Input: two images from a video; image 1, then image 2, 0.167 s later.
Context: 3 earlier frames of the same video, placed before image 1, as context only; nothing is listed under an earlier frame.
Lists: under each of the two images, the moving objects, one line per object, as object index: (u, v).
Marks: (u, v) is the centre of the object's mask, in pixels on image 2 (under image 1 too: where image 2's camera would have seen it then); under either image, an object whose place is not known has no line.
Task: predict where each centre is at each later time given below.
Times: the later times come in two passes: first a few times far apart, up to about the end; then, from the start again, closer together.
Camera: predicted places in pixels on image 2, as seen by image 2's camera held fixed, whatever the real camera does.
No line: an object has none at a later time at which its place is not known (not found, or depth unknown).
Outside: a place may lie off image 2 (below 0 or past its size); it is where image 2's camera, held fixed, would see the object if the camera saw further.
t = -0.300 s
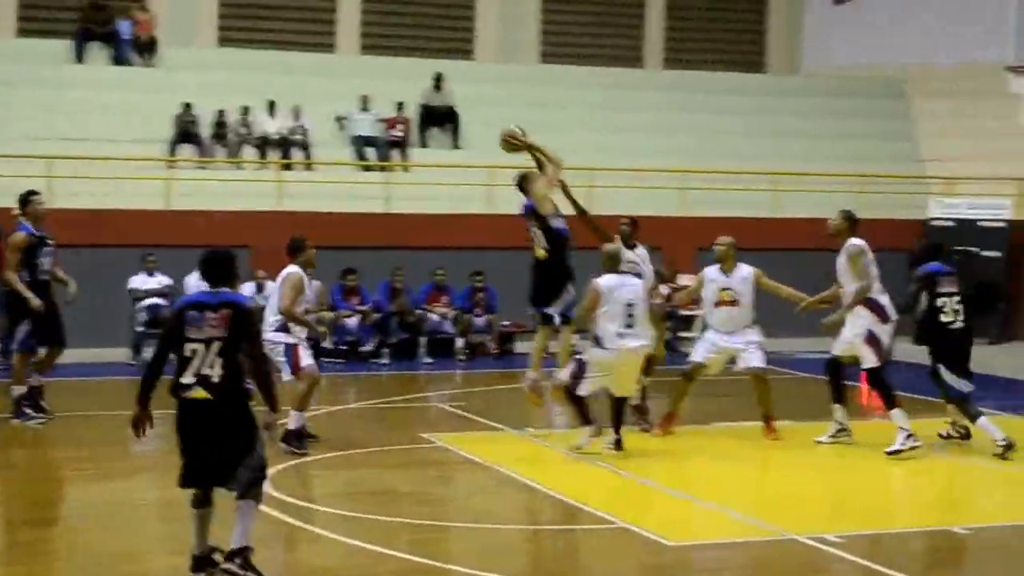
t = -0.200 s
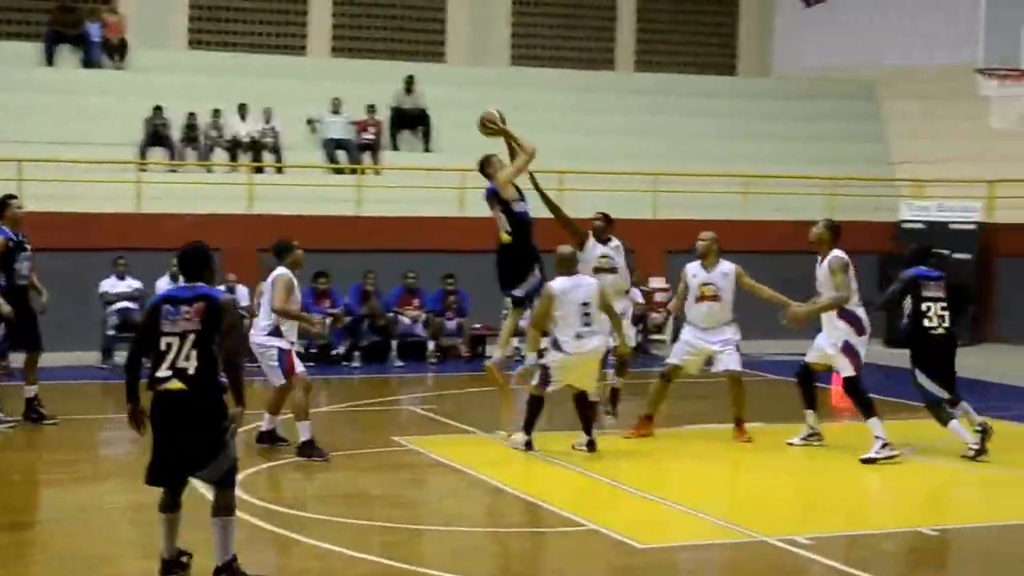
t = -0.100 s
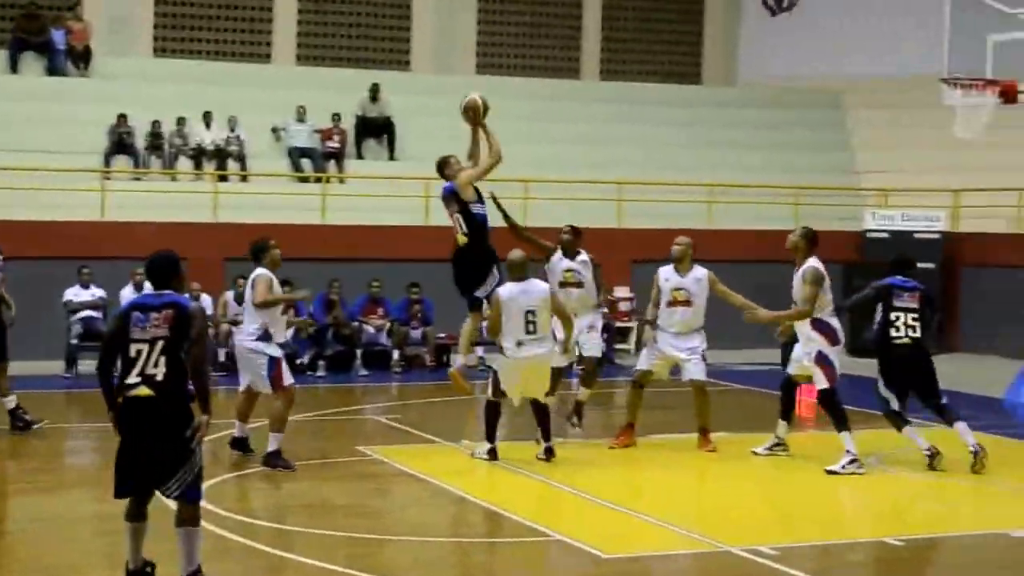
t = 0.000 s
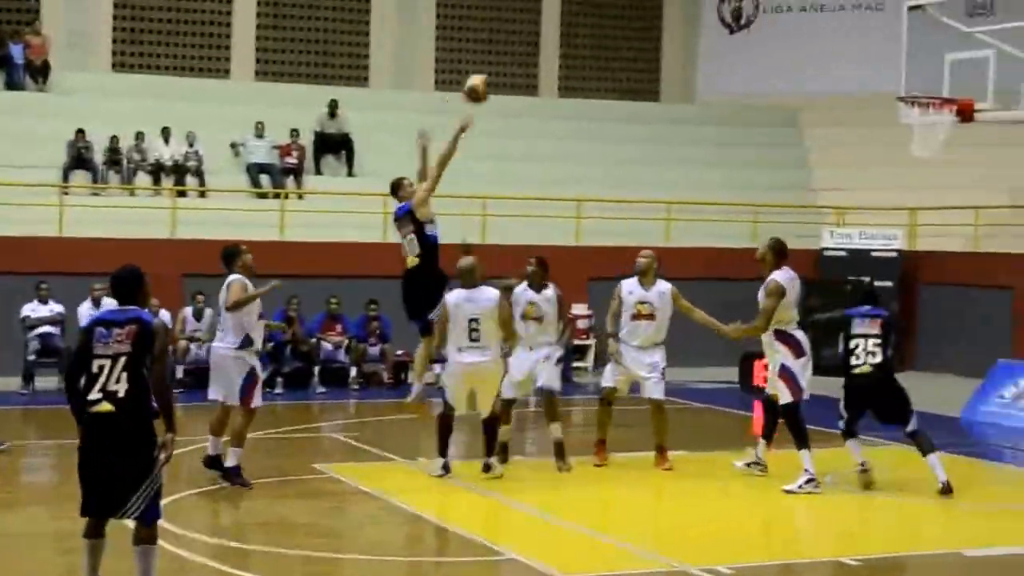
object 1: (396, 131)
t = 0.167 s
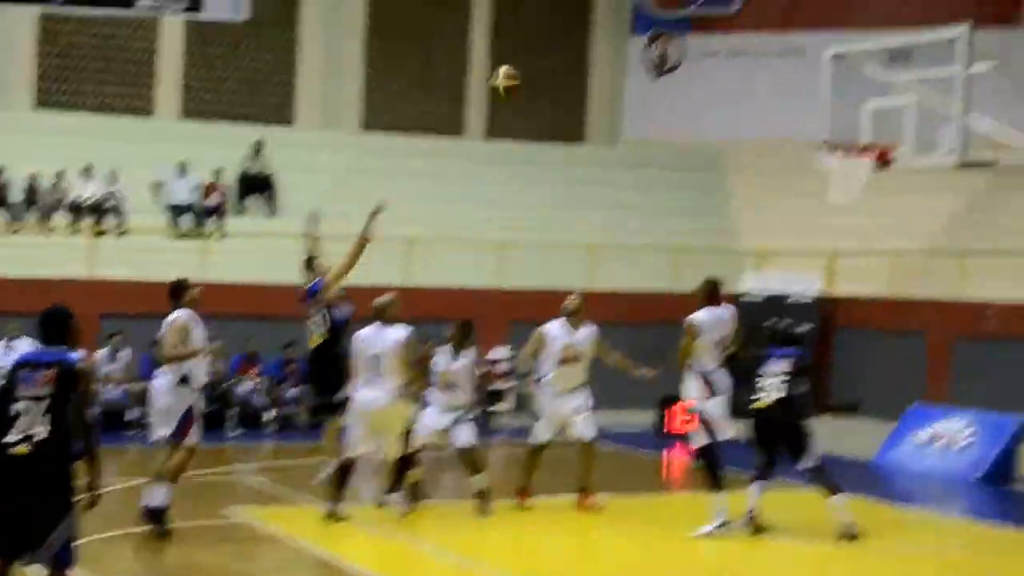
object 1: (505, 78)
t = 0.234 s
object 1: (546, 67)
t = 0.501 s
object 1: (703, 75)
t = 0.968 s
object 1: (712, 117)
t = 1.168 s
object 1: (646, 159)
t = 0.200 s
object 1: (526, 72)
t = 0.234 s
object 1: (546, 67)
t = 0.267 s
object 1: (565, 65)
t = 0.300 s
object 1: (586, 63)
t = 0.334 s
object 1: (605, 62)
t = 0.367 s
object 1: (624, 63)
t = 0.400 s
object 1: (643, 65)
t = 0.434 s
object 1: (662, 67)
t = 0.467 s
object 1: (682, 72)
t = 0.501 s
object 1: (703, 75)
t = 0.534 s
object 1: (724, 84)
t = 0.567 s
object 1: (744, 95)
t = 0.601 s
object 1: (763, 104)
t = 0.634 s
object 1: (783, 117)
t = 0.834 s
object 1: (759, 111)
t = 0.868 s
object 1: (747, 111)
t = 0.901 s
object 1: (736, 110)
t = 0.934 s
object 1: (723, 113)
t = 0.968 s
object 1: (712, 117)
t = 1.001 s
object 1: (701, 120)
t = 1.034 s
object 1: (690, 125)
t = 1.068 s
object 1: (679, 131)
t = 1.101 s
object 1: (668, 139)
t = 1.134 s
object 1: (657, 149)
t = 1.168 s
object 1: (646, 159)
